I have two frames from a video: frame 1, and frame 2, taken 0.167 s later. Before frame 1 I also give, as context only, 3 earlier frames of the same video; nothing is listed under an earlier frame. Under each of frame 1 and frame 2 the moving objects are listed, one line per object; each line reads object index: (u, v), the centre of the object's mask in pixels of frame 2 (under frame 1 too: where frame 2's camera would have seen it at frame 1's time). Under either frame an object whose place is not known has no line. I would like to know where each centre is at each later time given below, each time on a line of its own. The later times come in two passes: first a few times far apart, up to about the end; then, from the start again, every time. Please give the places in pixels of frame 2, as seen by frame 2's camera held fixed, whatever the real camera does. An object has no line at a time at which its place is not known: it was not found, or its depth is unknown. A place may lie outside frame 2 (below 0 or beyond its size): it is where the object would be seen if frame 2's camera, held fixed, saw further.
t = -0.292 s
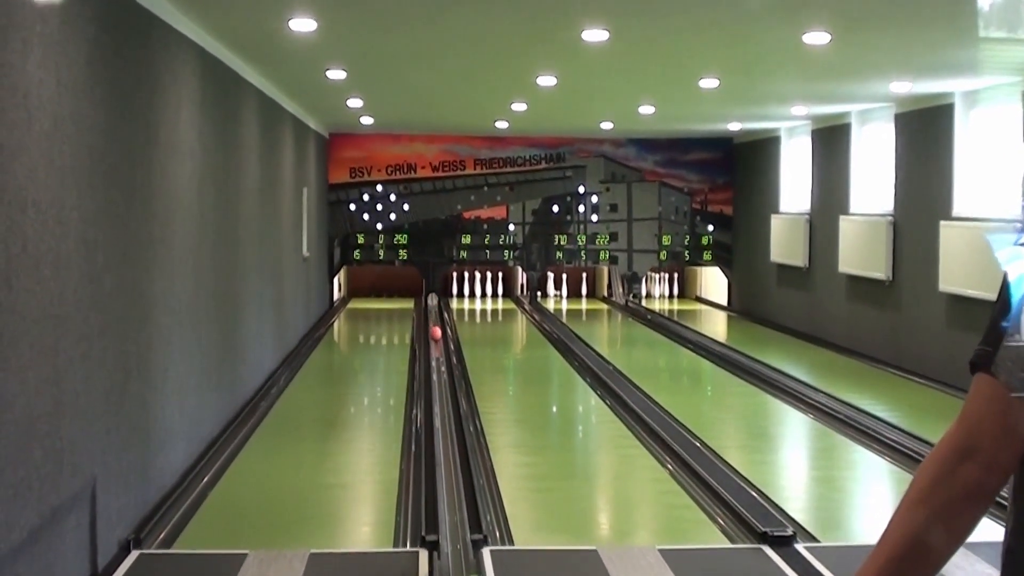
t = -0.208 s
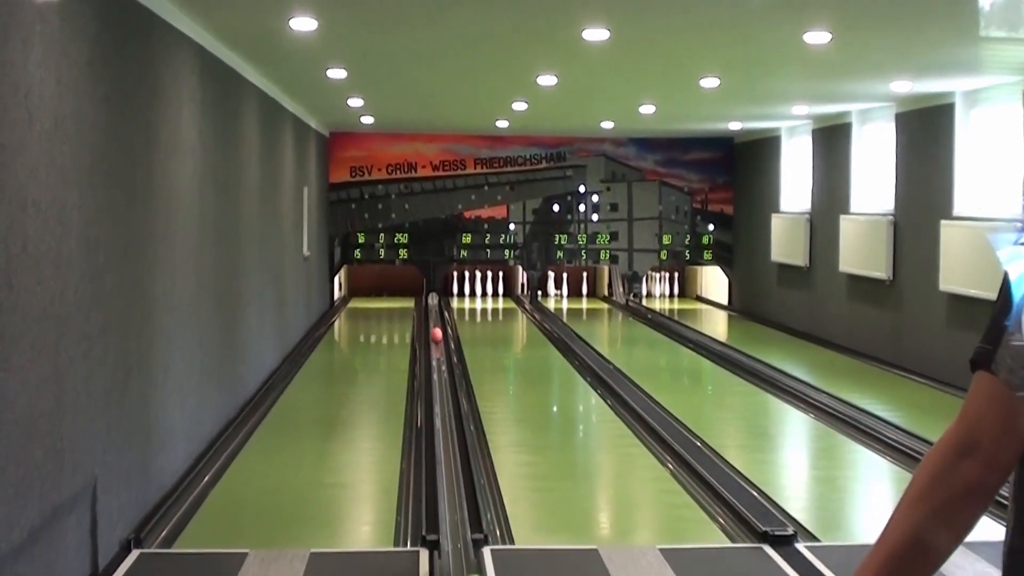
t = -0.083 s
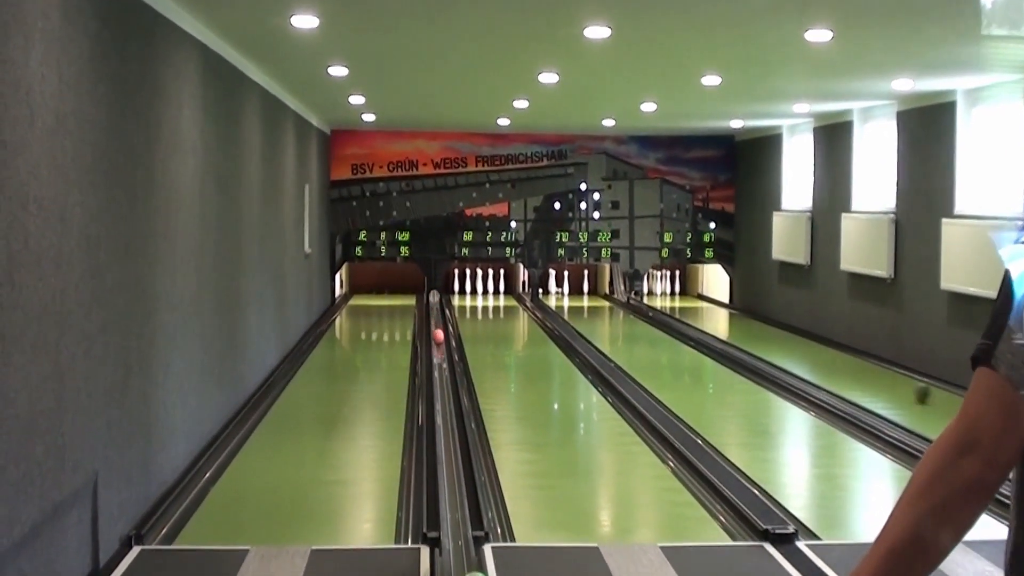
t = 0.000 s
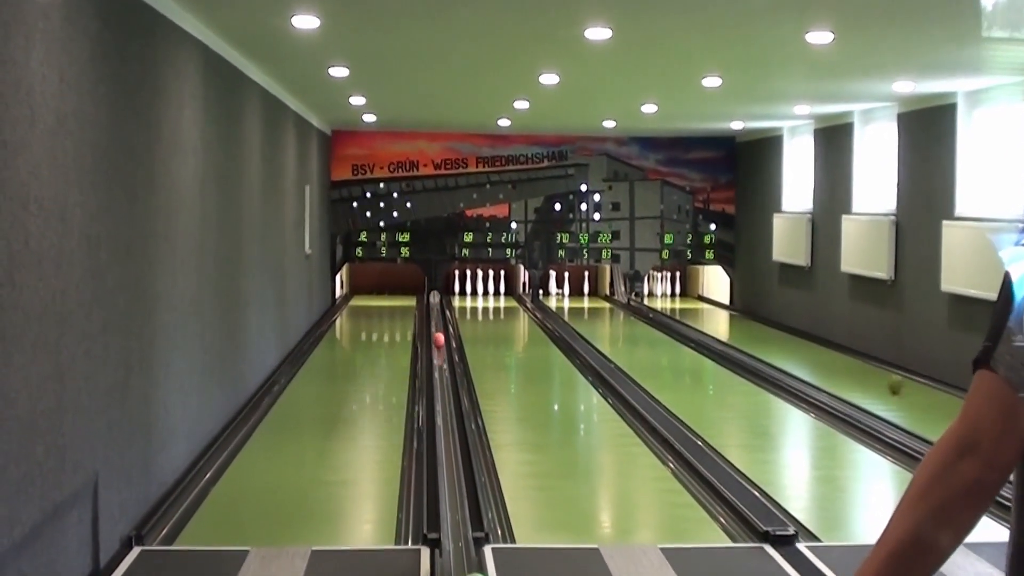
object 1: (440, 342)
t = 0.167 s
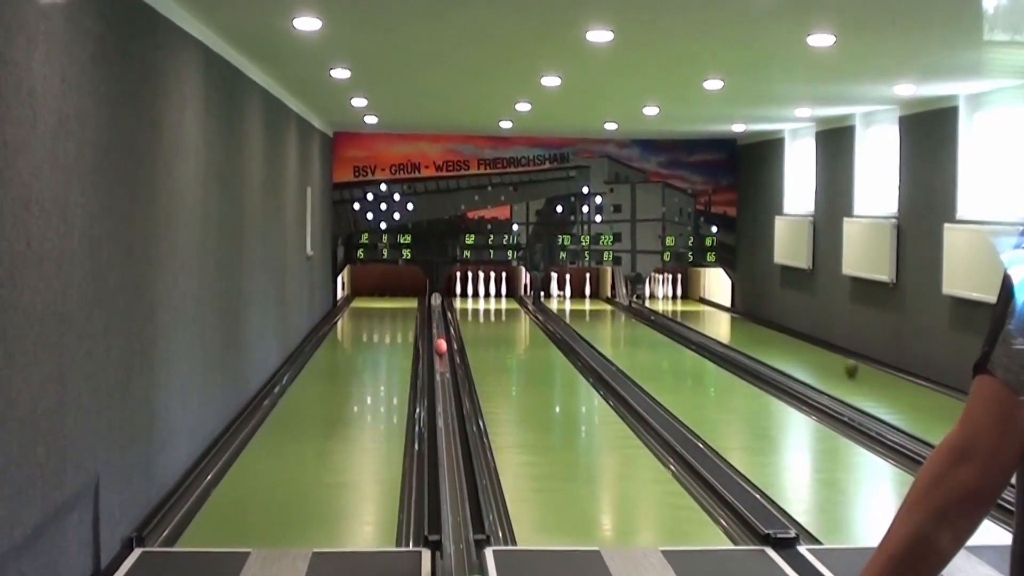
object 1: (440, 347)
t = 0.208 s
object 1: (441, 348)
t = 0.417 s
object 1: (441, 356)
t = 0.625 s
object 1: (442, 364)
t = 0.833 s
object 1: (443, 372)
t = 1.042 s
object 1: (444, 382)
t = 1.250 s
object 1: (445, 392)
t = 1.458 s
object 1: (446, 404)
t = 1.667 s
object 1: (447, 417)
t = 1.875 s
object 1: (449, 432)
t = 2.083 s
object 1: (451, 450)
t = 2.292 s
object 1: (453, 469)
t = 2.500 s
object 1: (456, 494)
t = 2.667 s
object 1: (458, 515)
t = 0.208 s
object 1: (441, 348)
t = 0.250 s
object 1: (441, 349)
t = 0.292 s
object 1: (441, 351)
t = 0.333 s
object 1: (441, 353)
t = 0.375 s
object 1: (441, 354)
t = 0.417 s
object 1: (441, 356)
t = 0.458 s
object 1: (441, 357)
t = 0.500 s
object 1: (441, 358)
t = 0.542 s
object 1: (442, 360)
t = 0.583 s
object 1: (442, 362)
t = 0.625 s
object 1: (442, 364)
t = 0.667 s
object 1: (442, 366)
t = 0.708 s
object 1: (443, 367)
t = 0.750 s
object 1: (443, 369)
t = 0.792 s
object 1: (443, 370)
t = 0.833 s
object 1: (443, 372)
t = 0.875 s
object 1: (443, 373)
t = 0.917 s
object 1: (443, 376)
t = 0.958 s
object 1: (443, 378)
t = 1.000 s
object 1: (443, 380)
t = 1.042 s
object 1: (444, 382)
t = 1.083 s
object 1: (444, 384)
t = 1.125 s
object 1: (444, 386)
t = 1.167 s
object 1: (444, 388)
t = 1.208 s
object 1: (444, 390)
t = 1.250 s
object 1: (445, 392)
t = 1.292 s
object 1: (445, 394)
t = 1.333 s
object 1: (445, 397)
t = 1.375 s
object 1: (445, 399)
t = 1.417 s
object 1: (446, 403)
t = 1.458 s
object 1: (446, 404)
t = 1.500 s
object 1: (446, 407)
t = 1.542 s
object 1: (446, 409)
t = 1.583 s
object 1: (447, 412)
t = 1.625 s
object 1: (447, 414)
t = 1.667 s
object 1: (447, 417)
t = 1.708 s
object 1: (447, 420)
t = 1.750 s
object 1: (448, 423)
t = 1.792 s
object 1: (448, 426)
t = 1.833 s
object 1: (449, 429)
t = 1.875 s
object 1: (449, 432)
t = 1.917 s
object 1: (449, 436)
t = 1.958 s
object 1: (450, 440)
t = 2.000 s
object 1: (450, 443)
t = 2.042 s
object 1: (450, 446)
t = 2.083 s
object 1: (451, 450)
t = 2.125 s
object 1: (451, 453)
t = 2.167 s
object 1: (452, 457)
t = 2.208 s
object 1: (452, 461)
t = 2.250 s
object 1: (453, 465)
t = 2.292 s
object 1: (453, 469)
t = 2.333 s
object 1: (453, 473)
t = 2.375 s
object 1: (453, 477)
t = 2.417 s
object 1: (455, 484)
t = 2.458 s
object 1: (455, 488)
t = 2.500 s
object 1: (456, 494)
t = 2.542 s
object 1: (457, 499)
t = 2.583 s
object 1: (457, 504)
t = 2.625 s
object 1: (457, 509)
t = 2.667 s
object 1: (458, 515)
